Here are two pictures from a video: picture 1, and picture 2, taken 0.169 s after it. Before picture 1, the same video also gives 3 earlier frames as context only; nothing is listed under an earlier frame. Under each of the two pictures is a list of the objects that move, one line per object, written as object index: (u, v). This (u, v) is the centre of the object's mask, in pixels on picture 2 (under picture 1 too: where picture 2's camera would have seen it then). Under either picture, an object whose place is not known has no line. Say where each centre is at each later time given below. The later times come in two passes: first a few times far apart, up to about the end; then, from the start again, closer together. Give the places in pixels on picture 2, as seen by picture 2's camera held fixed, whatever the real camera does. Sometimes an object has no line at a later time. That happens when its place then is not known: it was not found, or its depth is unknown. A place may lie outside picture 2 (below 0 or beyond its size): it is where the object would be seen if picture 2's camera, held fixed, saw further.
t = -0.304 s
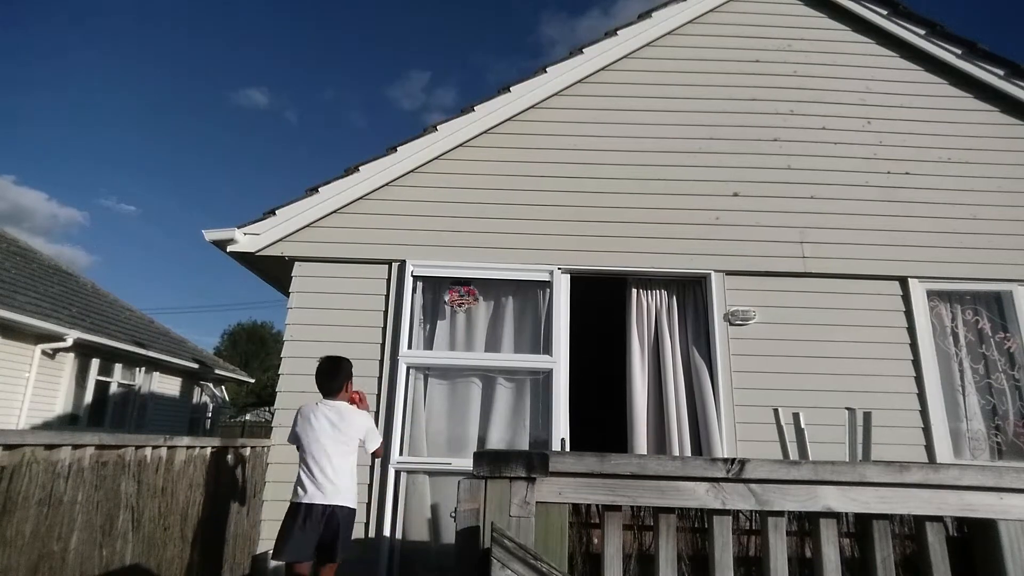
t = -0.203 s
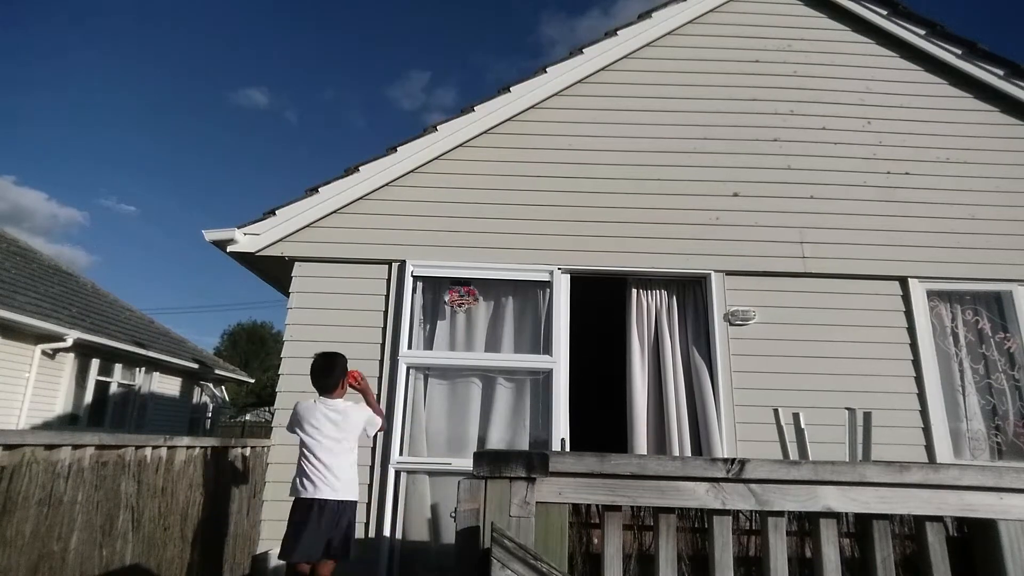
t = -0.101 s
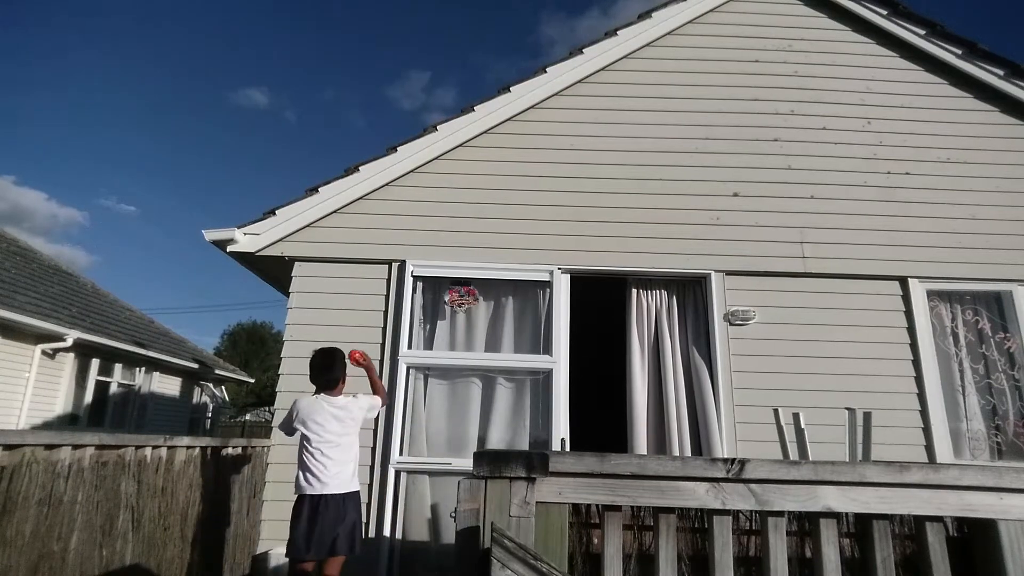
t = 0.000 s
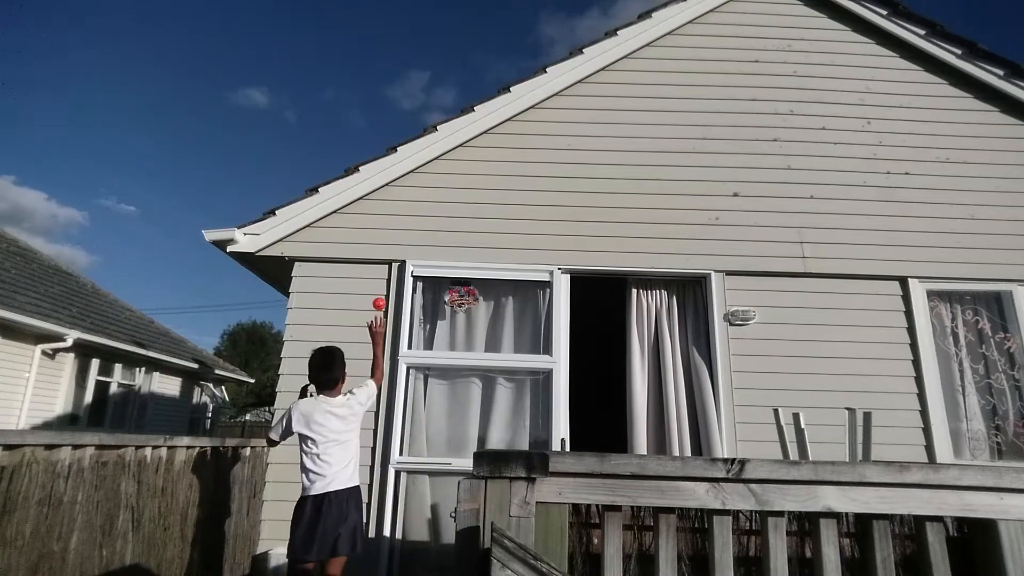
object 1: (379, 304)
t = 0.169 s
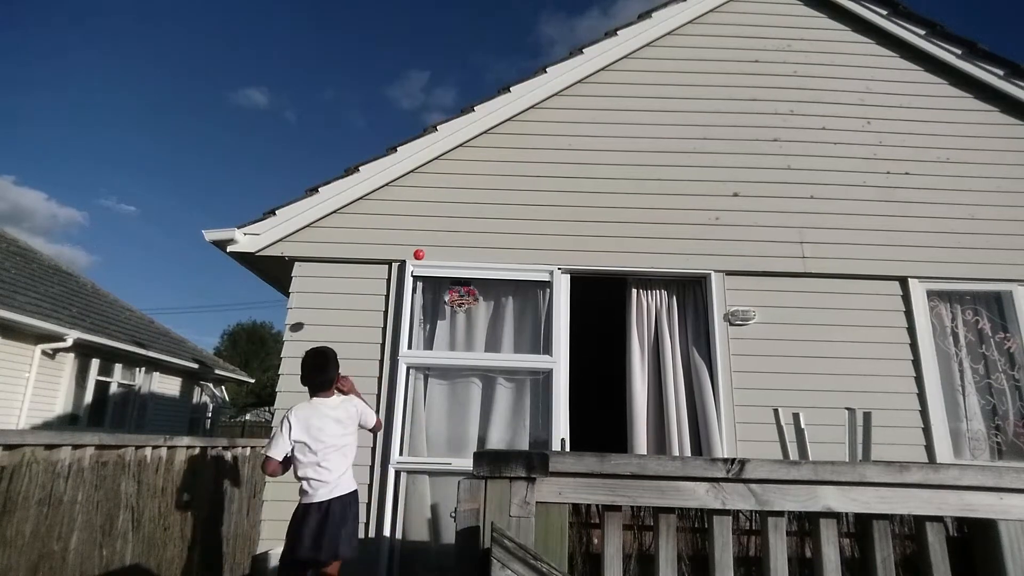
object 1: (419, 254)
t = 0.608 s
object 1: (457, 295)
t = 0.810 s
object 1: (432, 285)
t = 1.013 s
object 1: (398, 332)
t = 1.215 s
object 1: (351, 454)
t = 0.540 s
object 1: (464, 299)
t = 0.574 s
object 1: (461, 301)
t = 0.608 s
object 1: (457, 295)
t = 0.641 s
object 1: (453, 290)
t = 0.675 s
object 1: (449, 286)
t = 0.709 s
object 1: (445, 284)
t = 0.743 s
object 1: (441, 283)
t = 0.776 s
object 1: (437, 283)
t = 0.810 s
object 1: (432, 285)
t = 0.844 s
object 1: (427, 288)
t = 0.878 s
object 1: (422, 293)
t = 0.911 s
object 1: (417, 300)
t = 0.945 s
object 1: (411, 309)
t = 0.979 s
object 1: (406, 320)
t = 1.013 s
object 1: (398, 332)
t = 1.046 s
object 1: (392, 347)
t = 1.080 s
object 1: (385, 364)
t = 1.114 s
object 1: (378, 382)
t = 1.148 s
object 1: (370, 404)
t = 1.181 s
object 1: (361, 427)
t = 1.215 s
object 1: (351, 454)
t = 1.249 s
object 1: (342, 484)
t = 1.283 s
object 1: (332, 517)
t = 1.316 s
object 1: (323, 553)
